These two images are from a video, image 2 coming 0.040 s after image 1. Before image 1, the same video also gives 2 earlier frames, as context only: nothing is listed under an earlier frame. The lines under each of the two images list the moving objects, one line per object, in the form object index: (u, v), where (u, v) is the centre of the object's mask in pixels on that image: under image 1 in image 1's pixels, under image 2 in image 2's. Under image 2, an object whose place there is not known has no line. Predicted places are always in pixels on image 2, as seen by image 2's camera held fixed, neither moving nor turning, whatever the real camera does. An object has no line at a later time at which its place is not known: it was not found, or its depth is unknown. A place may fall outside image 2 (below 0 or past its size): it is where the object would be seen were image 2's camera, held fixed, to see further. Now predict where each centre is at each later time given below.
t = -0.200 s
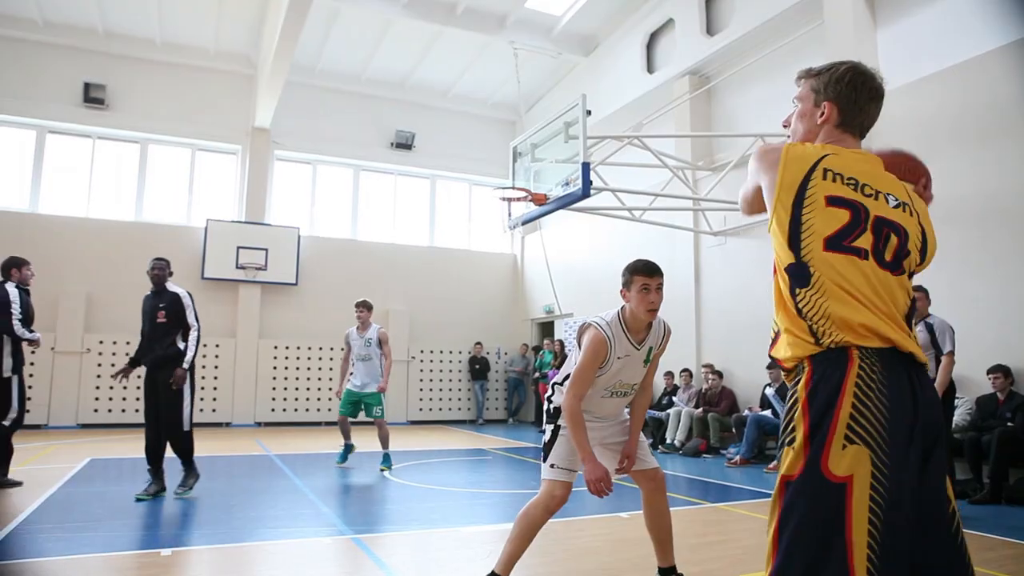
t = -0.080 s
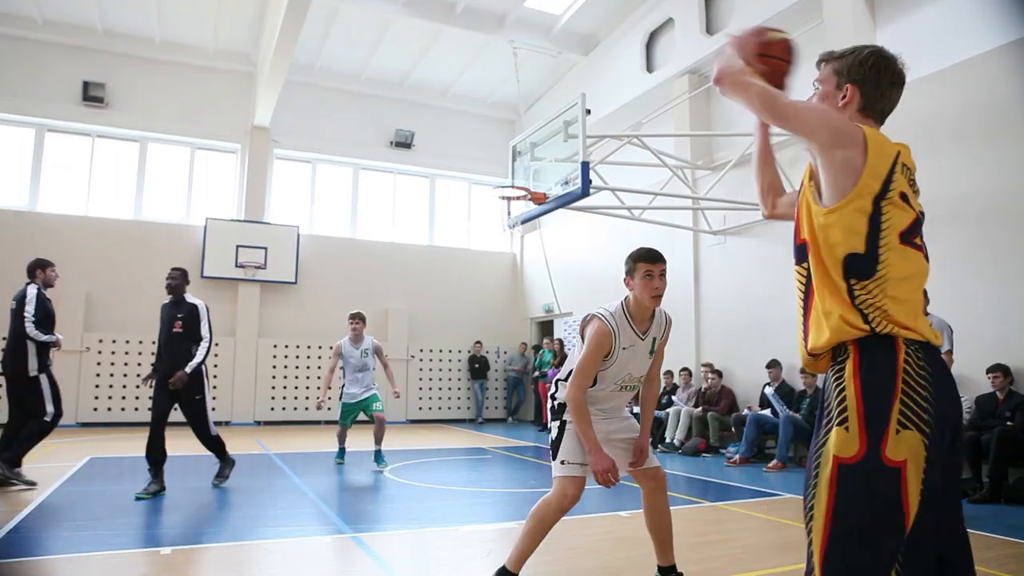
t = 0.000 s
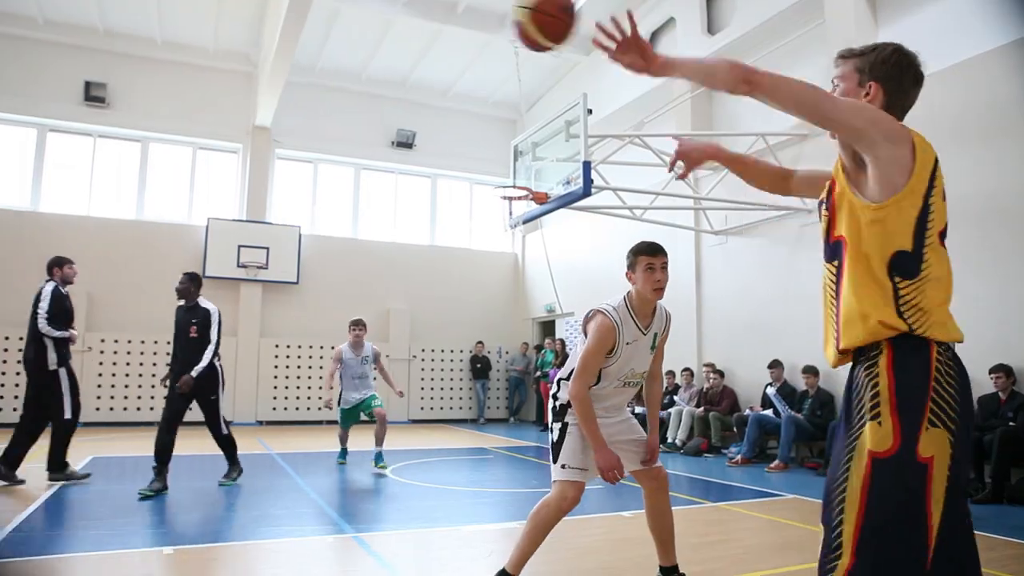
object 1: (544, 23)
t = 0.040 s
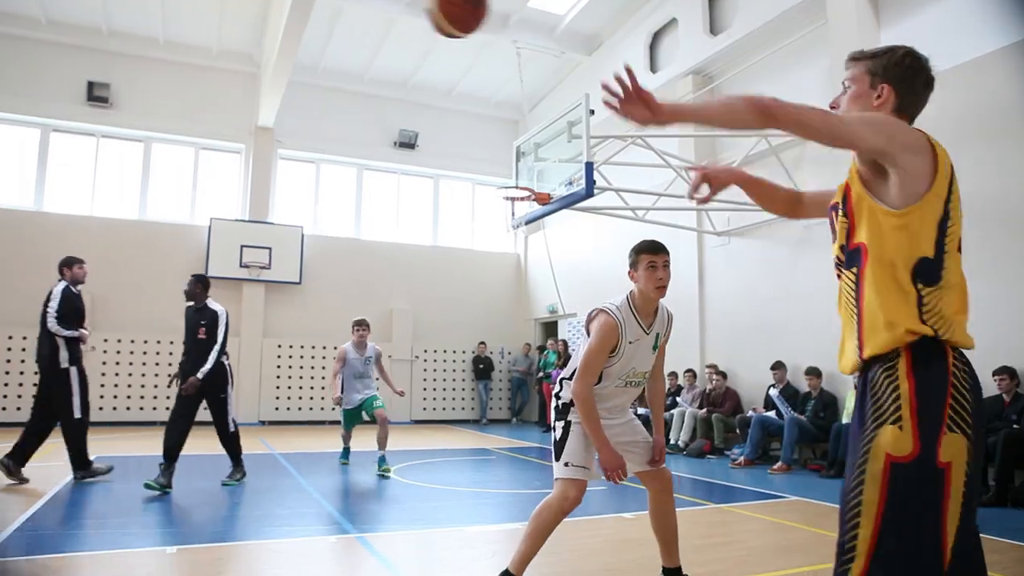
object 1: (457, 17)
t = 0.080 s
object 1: (375, 11)
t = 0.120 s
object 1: (301, 7)
